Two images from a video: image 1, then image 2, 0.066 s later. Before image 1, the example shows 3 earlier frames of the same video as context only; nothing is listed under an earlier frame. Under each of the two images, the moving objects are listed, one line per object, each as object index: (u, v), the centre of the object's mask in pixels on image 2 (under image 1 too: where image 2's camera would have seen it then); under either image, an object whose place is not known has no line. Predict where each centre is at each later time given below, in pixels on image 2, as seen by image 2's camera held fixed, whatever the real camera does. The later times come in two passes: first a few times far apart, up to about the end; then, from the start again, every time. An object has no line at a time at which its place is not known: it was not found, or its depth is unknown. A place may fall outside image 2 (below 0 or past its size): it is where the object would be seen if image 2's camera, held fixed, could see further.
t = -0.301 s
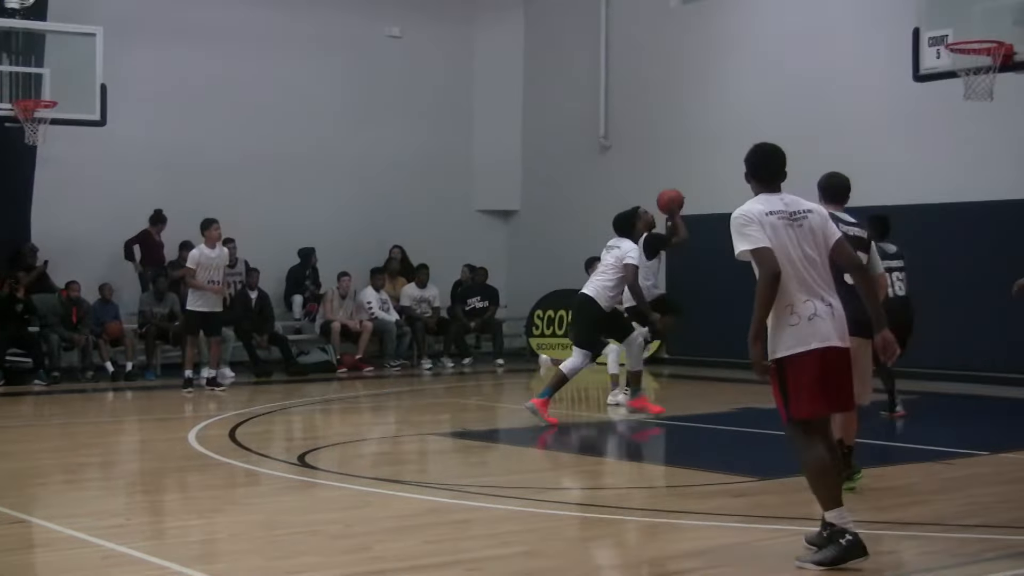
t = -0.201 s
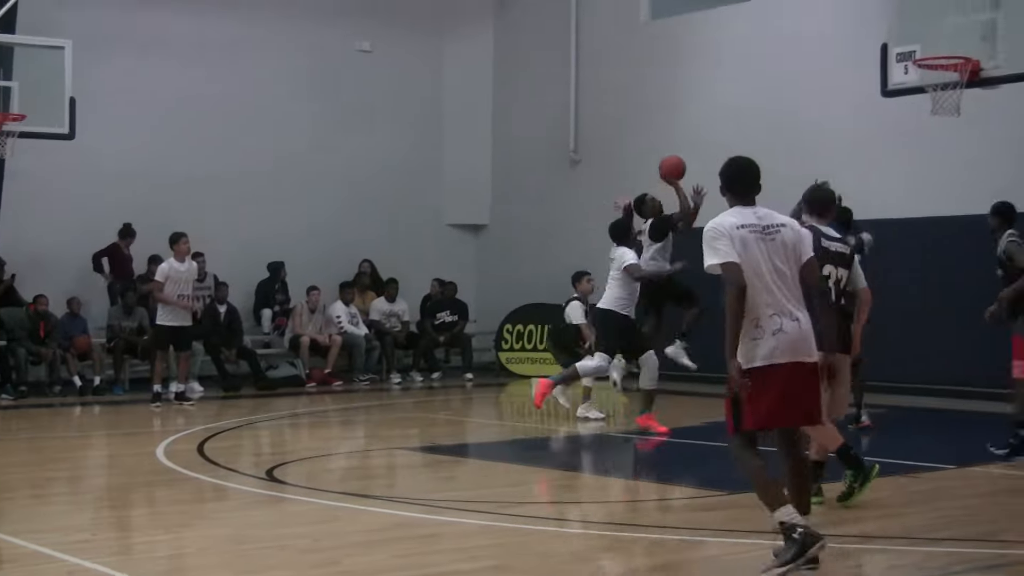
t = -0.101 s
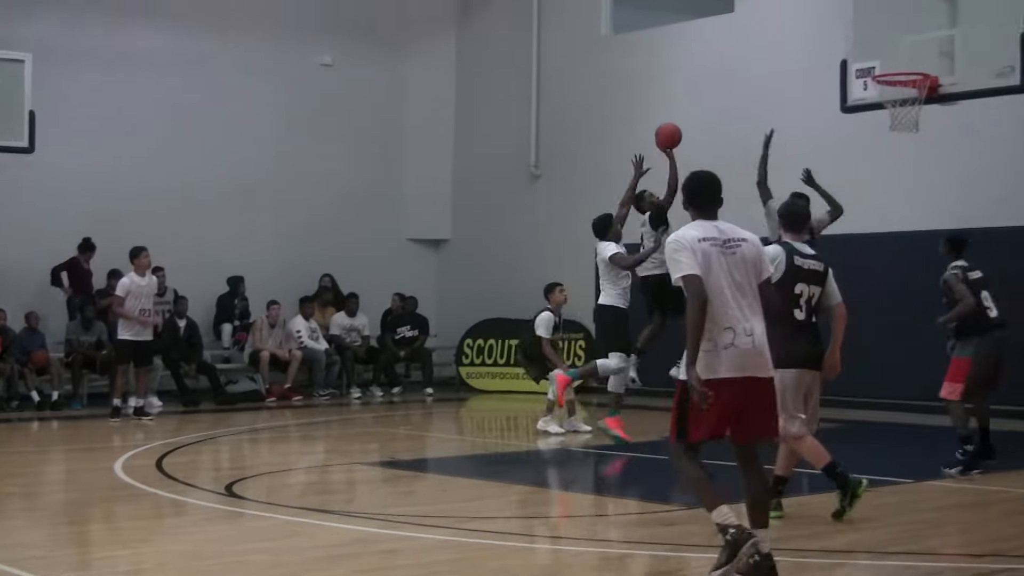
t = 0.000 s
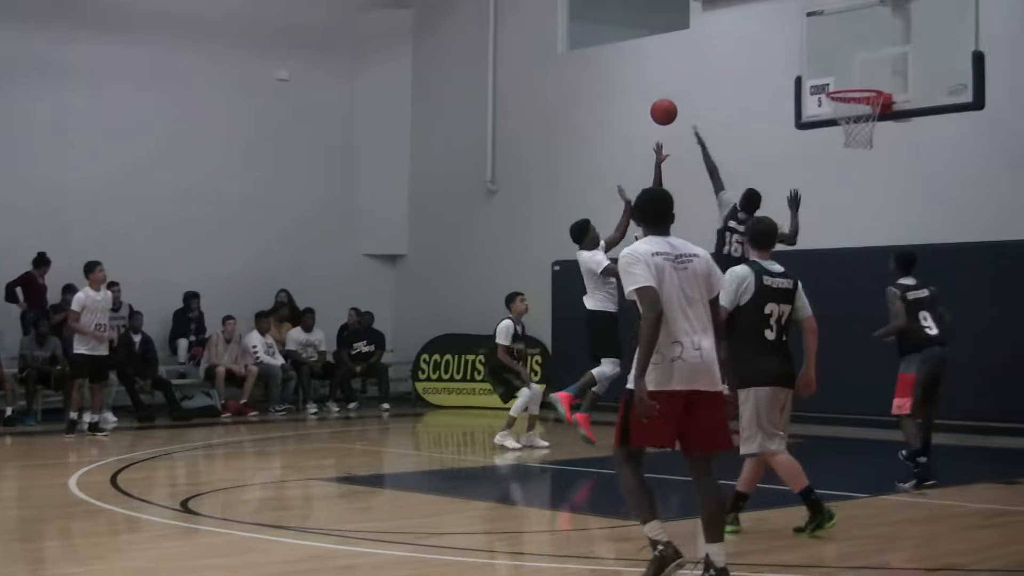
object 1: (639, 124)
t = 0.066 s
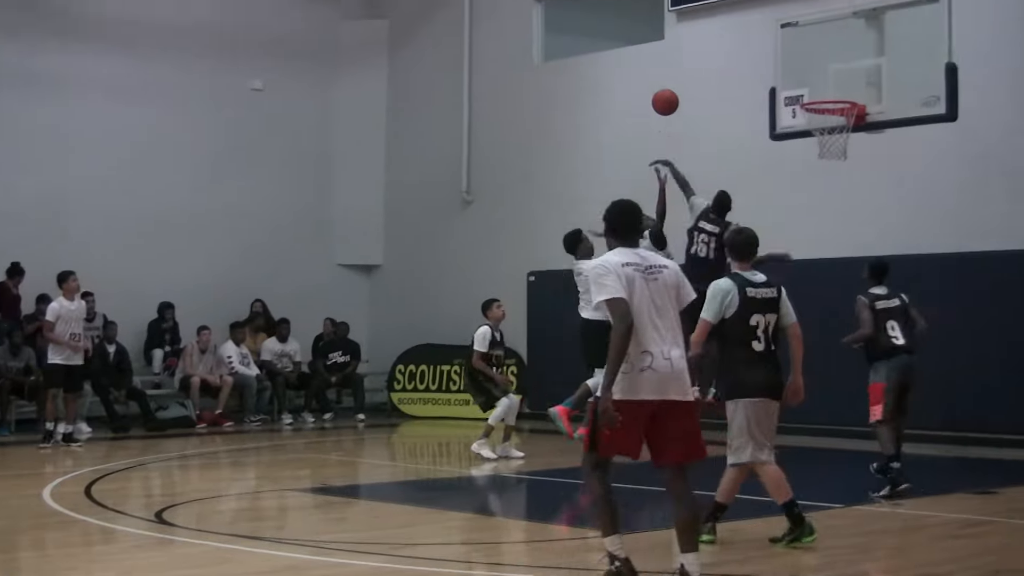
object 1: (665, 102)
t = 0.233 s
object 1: (733, 69)
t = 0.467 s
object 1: (801, 75)
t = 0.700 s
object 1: (764, 92)
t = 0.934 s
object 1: (694, 129)
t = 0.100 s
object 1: (678, 93)
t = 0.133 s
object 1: (691, 86)
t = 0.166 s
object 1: (704, 79)
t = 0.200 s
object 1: (719, 73)
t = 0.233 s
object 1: (733, 69)
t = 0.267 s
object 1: (746, 67)
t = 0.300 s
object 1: (760, 66)
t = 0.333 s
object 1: (773, 66)
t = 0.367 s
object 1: (786, 67)
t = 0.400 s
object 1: (799, 70)
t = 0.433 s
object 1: (802, 72)
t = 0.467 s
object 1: (801, 75)
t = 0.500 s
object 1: (801, 80)
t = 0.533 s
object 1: (800, 86)
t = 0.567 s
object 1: (799, 93)
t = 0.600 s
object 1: (794, 95)
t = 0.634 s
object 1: (784, 93)
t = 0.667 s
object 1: (774, 91)
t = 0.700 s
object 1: (764, 92)
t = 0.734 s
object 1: (754, 93)
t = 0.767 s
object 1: (744, 96)
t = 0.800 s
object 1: (734, 100)
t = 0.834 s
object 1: (724, 106)
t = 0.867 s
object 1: (714, 112)
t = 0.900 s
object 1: (704, 120)
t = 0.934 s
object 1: (694, 129)
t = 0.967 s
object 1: (684, 140)
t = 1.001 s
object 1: (674, 152)
